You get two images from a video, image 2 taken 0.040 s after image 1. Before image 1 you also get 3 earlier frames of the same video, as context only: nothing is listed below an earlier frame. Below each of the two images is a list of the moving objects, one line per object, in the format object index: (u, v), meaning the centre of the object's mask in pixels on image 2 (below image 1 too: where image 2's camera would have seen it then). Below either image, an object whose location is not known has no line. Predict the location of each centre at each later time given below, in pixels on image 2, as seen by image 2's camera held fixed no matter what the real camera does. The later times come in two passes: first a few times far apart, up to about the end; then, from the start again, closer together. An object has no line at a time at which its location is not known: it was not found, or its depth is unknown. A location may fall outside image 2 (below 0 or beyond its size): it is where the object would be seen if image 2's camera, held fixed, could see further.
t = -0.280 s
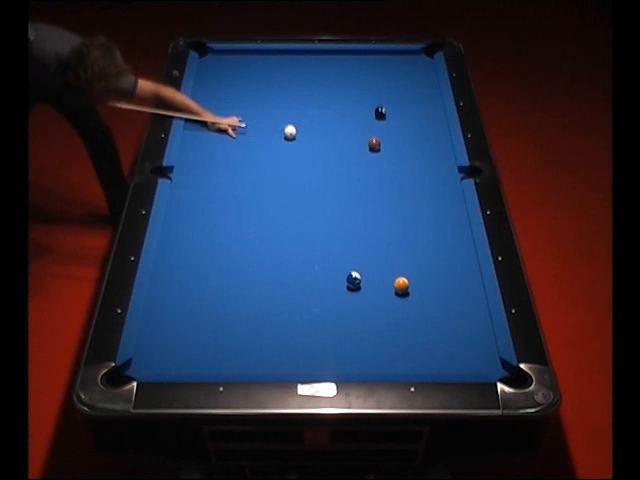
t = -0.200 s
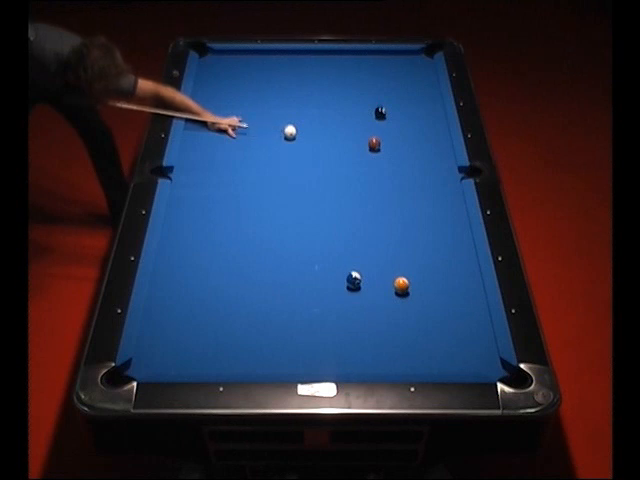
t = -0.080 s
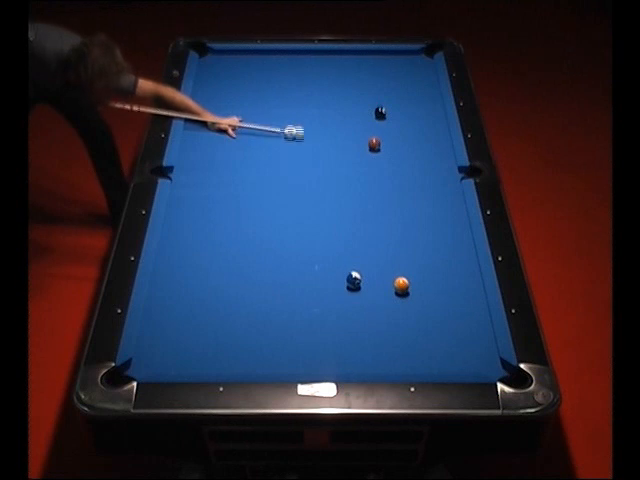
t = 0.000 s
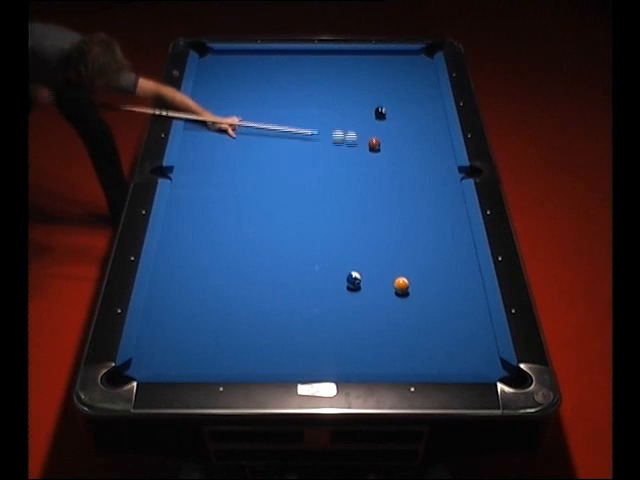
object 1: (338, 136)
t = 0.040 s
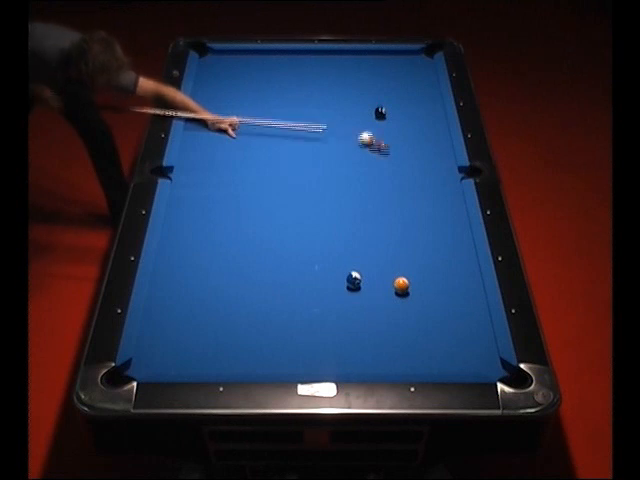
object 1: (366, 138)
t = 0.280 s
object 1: (397, 119)
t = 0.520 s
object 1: (423, 103)
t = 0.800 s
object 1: (424, 86)
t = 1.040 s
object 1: (407, 72)
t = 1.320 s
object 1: (389, 57)
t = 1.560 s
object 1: (373, 55)
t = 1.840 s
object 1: (355, 62)
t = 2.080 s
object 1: (340, 68)
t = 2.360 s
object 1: (322, 74)
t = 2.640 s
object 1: (305, 80)
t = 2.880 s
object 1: (291, 86)
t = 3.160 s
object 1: (275, 92)
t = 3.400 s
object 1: (262, 96)
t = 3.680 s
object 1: (247, 102)
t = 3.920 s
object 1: (235, 106)
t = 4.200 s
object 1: (222, 111)
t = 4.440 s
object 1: (212, 115)
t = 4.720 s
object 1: (201, 119)
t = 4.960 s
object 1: (192, 122)
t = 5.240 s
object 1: (192, 124)
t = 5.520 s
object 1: (195, 126)
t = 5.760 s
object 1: (197, 127)
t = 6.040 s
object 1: (199, 127)
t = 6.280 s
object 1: (200, 128)
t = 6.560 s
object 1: (200, 128)
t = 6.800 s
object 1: (200, 128)
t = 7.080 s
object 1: (200, 128)
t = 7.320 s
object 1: (200, 128)
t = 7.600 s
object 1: (200, 128)
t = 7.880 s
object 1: (200, 128)
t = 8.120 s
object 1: (200, 128)
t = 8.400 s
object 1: (200, 128)
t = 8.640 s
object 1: (200, 128)
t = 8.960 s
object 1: (200, 128)
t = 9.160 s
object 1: (200, 128)
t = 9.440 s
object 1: (200, 128)
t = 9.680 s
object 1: (200, 128)
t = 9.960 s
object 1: (200, 128)
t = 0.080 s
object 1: (372, 135)
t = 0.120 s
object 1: (378, 131)
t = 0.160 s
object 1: (383, 128)
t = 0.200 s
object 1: (388, 125)
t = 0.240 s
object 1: (393, 122)
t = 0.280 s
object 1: (397, 119)
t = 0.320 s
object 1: (402, 116)
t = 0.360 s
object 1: (406, 114)
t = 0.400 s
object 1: (410, 111)
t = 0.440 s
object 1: (415, 109)
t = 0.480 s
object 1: (419, 106)
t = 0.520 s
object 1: (423, 103)
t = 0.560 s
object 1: (428, 101)
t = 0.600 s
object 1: (432, 98)
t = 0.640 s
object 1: (435, 95)
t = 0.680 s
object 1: (433, 93)
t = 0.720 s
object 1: (430, 91)
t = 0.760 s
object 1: (427, 88)
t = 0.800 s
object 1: (424, 86)
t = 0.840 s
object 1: (421, 84)
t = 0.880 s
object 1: (418, 81)
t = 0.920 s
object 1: (415, 79)
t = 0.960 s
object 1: (413, 76)
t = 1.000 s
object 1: (410, 74)
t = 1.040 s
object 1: (407, 72)
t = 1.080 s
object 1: (405, 70)
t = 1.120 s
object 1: (402, 67)
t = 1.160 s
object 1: (399, 65)
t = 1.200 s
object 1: (397, 63)
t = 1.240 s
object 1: (394, 61)
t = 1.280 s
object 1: (391, 59)
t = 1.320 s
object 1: (389, 57)
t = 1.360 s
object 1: (386, 55)
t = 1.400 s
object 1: (384, 53)
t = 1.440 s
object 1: (381, 52)
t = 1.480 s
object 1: (379, 53)
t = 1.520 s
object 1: (376, 54)
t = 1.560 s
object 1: (373, 55)
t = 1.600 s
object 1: (371, 56)
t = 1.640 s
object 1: (368, 57)
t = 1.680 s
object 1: (366, 58)
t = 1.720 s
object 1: (362, 59)
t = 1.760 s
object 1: (360, 60)
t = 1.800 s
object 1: (358, 61)
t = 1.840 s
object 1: (355, 62)
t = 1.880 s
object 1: (352, 63)
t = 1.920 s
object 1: (350, 64)
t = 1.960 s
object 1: (347, 65)
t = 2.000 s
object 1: (345, 66)
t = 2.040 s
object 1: (342, 67)
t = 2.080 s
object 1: (340, 68)
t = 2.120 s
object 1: (337, 69)
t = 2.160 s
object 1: (335, 70)
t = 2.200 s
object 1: (332, 71)
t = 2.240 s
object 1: (329, 71)
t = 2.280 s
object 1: (327, 72)
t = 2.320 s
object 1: (324, 73)
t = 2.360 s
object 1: (322, 74)
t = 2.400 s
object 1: (319, 75)
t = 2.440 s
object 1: (317, 76)
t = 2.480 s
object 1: (314, 77)
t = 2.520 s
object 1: (312, 78)
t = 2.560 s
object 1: (310, 79)
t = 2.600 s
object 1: (307, 80)
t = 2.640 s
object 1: (305, 80)
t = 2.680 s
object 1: (302, 81)
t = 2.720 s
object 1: (300, 82)
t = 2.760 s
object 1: (298, 83)
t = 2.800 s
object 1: (295, 84)
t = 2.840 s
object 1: (293, 85)
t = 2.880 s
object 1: (291, 86)
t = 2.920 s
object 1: (288, 87)
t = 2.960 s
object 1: (286, 88)
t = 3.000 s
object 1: (284, 88)
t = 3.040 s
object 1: (281, 89)
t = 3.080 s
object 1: (279, 90)
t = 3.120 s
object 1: (277, 91)
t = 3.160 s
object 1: (275, 92)
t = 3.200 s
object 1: (272, 92)
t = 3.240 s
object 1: (270, 93)
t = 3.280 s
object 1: (268, 94)
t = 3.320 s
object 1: (266, 95)
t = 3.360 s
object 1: (264, 96)
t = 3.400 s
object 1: (262, 96)
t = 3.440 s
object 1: (259, 97)
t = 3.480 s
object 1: (257, 98)
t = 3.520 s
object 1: (255, 99)
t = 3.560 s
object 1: (253, 100)
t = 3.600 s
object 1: (251, 100)
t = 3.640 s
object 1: (249, 101)
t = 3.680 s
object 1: (247, 102)
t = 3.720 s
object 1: (245, 102)
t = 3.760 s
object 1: (243, 103)
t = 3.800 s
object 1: (241, 104)
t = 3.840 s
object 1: (239, 105)
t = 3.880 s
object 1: (237, 106)
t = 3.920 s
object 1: (235, 106)
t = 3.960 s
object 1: (233, 107)
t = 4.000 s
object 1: (231, 108)
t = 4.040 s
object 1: (230, 108)
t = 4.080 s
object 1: (228, 109)
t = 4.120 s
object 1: (226, 109)
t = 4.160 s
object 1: (224, 110)
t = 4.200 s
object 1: (222, 111)
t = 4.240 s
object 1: (221, 112)
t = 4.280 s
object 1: (219, 112)
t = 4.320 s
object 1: (217, 113)
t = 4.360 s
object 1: (215, 113)
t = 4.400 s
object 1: (214, 114)
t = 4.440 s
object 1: (212, 115)
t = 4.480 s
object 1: (210, 115)
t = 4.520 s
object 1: (209, 116)
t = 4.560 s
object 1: (207, 117)
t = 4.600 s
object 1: (205, 117)
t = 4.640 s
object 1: (204, 118)
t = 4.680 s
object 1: (202, 118)
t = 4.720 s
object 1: (201, 119)
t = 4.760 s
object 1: (199, 119)
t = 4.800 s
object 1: (198, 120)
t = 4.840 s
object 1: (196, 120)
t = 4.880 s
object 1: (195, 121)
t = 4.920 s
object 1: (193, 121)
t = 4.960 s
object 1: (192, 122)
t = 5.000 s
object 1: (190, 122)
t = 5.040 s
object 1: (190, 123)
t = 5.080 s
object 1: (190, 123)
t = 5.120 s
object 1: (190, 123)
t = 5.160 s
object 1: (191, 123)
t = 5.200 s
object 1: (191, 124)
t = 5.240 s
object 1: (192, 124)
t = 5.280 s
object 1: (192, 124)
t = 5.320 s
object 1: (193, 124)
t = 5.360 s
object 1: (193, 125)
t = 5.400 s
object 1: (194, 125)
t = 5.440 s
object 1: (194, 125)
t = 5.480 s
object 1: (195, 125)
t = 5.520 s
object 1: (195, 126)
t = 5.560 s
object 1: (196, 126)
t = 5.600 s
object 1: (196, 126)
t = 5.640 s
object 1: (196, 126)
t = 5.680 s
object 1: (197, 126)
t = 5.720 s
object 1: (197, 126)
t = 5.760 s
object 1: (197, 127)
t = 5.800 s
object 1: (198, 127)
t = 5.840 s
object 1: (198, 127)
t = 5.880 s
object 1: (198, 127)
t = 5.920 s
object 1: (198, 127)
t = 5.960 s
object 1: (198, 127)
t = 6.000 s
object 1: (199, 127)
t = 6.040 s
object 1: (199, 127)
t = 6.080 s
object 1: (199, 127)
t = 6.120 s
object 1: (199, 127)
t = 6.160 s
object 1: (199, 127)
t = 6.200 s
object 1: (200, 128)
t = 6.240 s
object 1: (200, 128)
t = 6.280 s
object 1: (200, 128)
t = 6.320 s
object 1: (200, 128)
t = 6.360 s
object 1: (200, 128)
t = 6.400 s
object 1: (200, 128)
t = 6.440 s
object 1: (200, 128)
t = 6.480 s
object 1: (200, 128)
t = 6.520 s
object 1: (200, 128)
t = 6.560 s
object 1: (200, 128)
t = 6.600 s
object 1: (200, 128)
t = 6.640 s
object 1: (200, 128)
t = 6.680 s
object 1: (200, 128)
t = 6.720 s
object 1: (200, 127)
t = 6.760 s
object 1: (200, 128)
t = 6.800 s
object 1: (200, 128)
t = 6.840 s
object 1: (200, 128)
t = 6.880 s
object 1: (200, 128)
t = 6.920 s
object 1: (200, 128)
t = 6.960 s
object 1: (200, 128)
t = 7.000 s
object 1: (200, 128)
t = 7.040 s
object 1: (200, 128)
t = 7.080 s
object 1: (200, 128)
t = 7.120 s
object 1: (200, 128)
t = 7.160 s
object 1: (200, 128)
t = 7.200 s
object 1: (200, 128)
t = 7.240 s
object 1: (200, 128)
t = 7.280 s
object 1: (200, 128)
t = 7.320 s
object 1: (200, 128)
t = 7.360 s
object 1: (200, 128)
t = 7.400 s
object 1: (200, 128)
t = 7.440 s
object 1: (200, 128)
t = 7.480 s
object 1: (200, 128)
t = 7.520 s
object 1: (200, 128)
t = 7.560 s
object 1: (200, 128)
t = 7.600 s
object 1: (200, 128)
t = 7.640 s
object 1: (200, 128)
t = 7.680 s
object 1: (200, 128)
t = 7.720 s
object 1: (200, 128)
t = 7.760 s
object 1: (200, 128)
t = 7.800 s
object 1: (200, 128)
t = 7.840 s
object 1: (200, 128)
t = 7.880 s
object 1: (200, 128)
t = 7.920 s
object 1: (200, 128)
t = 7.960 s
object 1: (200, 128)
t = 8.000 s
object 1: (200, 128)
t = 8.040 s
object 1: (200, 128)
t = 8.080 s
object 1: (200, 128)
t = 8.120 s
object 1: (200, 128)
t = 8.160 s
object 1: (200, 128)
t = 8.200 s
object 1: (200, 128)
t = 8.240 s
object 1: (200, 128)
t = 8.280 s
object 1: (200, 128)
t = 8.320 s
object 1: (200, 128)
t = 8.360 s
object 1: (200, 128)
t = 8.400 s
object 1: (200, 128)
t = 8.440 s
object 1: (200, 128)
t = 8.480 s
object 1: (200, 128)
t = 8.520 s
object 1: (200, 128)
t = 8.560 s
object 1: (200, 128)
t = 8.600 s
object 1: (200, 128)
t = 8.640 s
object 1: (200, 128)
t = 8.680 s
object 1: (200, 128)
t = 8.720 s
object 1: (200, 128)
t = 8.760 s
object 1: (200, 128)
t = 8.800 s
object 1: (200, 128)
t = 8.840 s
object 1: (200, 128)
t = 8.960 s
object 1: (200, 128)
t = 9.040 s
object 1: (200, 128)
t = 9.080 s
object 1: (200, 128)
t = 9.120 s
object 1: (200, 128)
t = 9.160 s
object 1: (200, 128)
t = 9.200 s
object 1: (200, 128)
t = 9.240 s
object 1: (200, 128)
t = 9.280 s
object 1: (200, 128)
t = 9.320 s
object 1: (200, 128)
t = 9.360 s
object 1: (200, 128)
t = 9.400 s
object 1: (200, 128)
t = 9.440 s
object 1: (200, 128)
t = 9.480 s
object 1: (200, 128)
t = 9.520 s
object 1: (200, 128)
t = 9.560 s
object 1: (200, 128)
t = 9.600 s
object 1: (200, 128)
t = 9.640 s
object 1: (200, 128)
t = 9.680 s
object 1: (200, 128)
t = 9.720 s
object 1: (200, 128)
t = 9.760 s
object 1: (200, 128)
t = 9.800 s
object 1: (200, 128)
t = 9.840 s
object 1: (200, 128)
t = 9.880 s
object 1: (200, 128)
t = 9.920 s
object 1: (200, 128)
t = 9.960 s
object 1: (200, 128)
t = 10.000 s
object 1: (200, 128)
